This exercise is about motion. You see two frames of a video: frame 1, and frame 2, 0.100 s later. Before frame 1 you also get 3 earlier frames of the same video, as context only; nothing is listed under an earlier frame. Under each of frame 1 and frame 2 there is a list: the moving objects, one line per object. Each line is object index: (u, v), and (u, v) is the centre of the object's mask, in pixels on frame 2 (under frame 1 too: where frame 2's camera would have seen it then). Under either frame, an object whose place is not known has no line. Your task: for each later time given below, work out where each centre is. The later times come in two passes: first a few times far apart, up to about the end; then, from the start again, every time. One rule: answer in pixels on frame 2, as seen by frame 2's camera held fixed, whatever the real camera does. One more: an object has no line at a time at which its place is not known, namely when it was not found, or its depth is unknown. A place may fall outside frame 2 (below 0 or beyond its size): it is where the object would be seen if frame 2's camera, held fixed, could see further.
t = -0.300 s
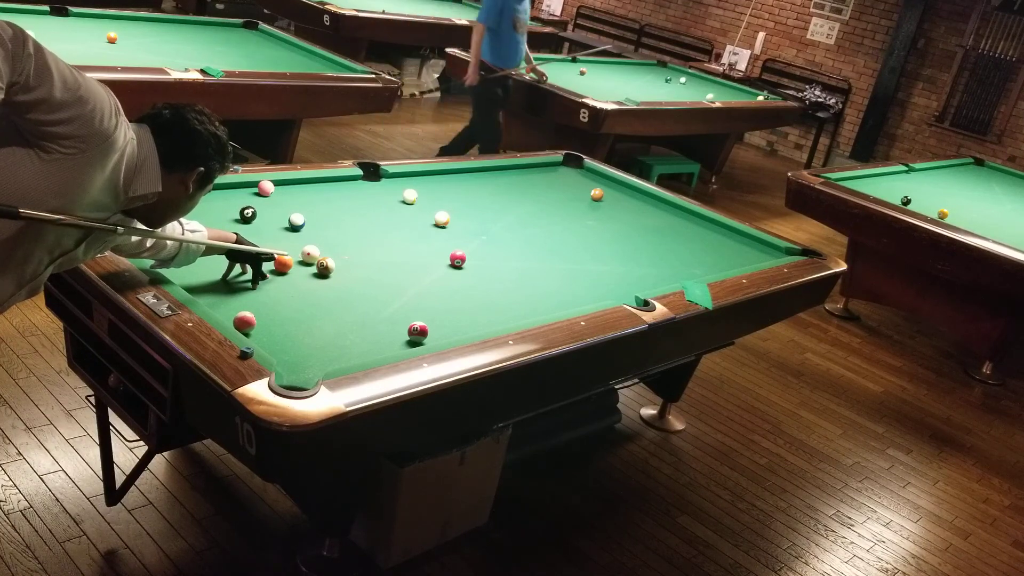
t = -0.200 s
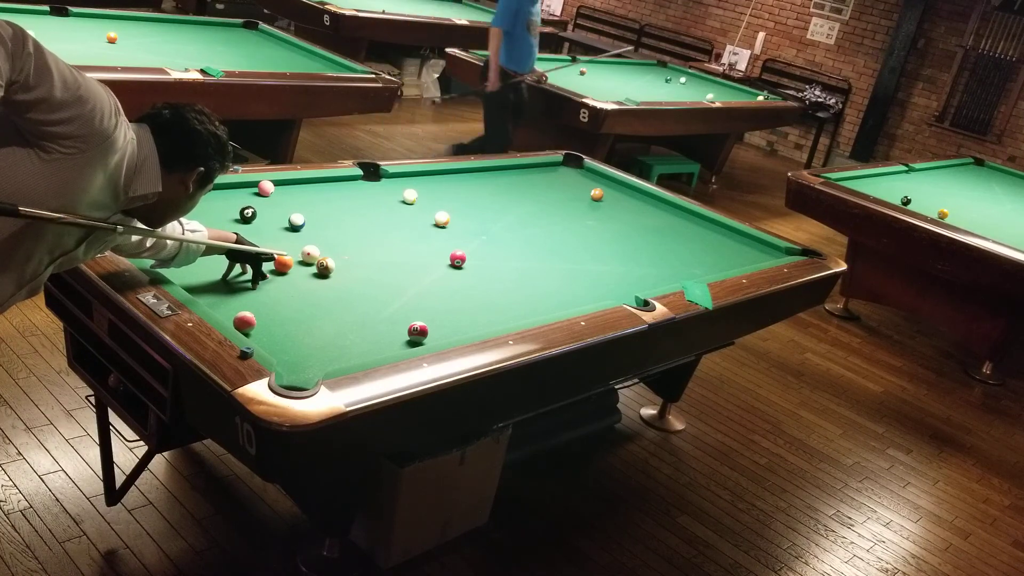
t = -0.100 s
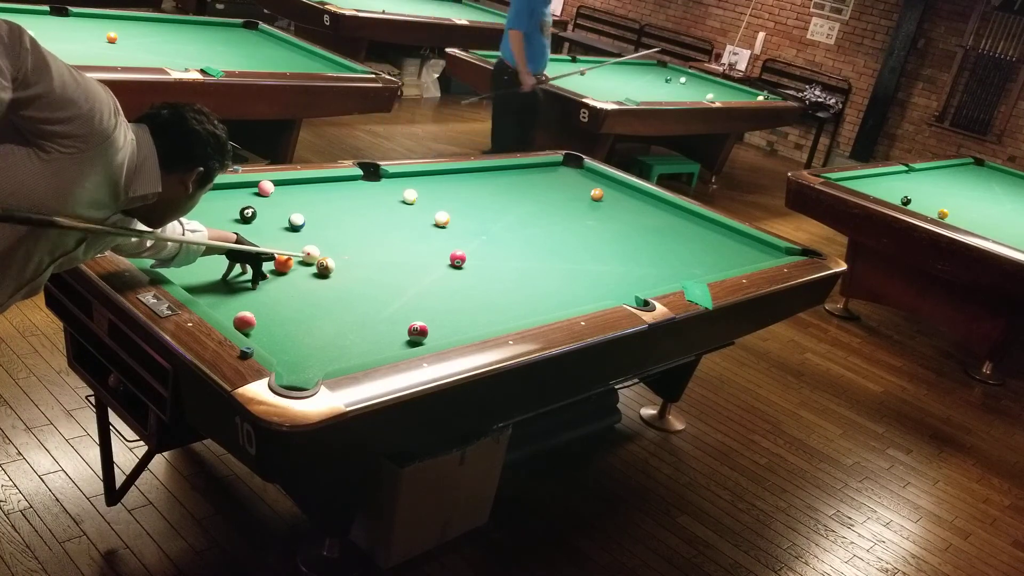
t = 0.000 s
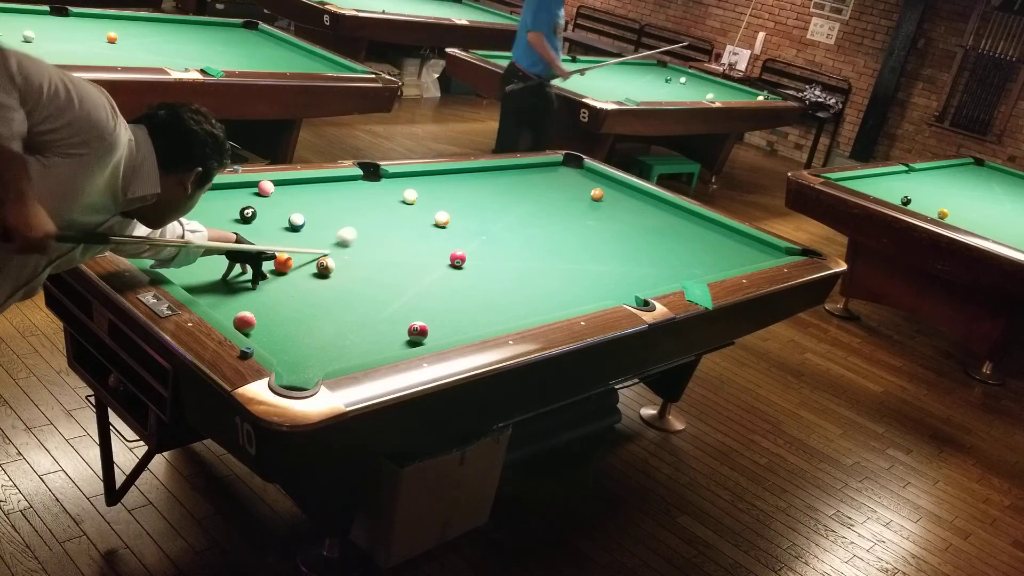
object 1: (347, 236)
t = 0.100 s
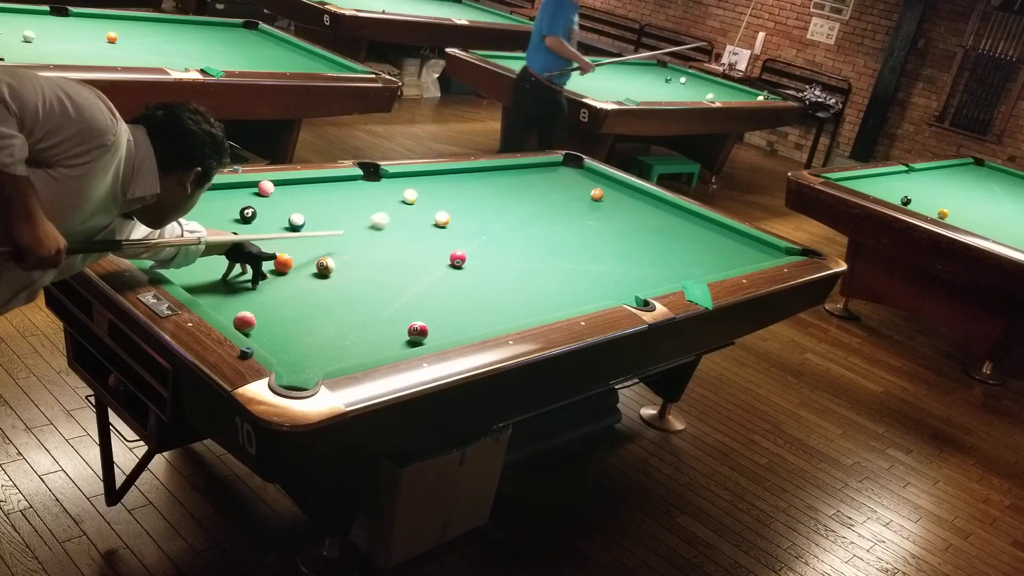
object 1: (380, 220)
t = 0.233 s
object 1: (413, 205)
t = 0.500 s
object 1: (477, 193)
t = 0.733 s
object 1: (525, 185)
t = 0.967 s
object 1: (568, 178)
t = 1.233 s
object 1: (590, 174)
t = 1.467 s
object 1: (567, 176)
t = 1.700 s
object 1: (543, 179)
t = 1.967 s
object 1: (515, 182)
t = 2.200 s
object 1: (490, 184)
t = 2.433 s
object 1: (464, 186)
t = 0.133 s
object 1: (389, 216)
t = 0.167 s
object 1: (397, 212)
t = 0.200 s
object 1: (405, 208)
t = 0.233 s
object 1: (413, 205)
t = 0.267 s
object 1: (420, 201)
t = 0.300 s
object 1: (429, 200)
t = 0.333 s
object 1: (438, 199)
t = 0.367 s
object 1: (446, 198)
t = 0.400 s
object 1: (454, 196)
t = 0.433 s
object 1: (462, 195)
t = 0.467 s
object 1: (469, 194)
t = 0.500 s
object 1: (477, 193)
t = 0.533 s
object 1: (484, 191)
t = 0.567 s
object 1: (491, 190)
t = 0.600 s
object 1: (499, 189)
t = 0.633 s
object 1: (506, 188)
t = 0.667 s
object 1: (512, 187)
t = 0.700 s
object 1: (519, 186)
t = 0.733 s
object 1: (525, 185)
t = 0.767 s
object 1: (532, 184)
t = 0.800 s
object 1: (538, 183)
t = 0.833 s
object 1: (544, 182)
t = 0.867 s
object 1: (550, 181)
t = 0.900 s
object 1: (556, 180)
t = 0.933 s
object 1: (562, 179)
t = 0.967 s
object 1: (568, 178)
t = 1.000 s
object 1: (573, 177)
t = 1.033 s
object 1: (579, 176)
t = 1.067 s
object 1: (584, 175)
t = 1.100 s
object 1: (590, 175)
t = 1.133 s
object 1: (595, 174)
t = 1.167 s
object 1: (597, 173)
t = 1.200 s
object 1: (593, 174)
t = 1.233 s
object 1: (590, 174)
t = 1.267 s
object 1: (586, 174)
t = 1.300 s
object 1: (583, 175)
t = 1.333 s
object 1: (580, 175)
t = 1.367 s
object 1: (577, 175)
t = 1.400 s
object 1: (573, 176)
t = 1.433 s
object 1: (570, 176)
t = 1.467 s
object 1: (567, 176)
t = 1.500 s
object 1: (563, 177)
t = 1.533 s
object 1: (560, 177)
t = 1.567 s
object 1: (557, 177)
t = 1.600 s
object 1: (554, 178)
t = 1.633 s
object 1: (550, 178)
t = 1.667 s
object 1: (547, 178)
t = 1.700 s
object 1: (543, 179)
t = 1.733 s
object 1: (540, 179)
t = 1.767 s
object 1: (537, 179)
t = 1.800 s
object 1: (533, 180)
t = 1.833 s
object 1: (529, 180)
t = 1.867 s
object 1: (526, 180)
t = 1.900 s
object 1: (523, 181)
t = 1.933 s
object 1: (519, 181)
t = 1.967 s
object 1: (515, 182)
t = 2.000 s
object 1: (512, 182)
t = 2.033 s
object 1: (508, 182)
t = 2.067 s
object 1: (505, 182)
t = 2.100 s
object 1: (501, 183)
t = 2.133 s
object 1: (498, 183)
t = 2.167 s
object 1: (494, 184)
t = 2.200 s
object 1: (490, 184)
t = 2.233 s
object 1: (486, 184)
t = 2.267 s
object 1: (483, 184)
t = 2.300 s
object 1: (479, 185)
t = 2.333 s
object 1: (476, 185)
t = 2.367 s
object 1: (472, 186)
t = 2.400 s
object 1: (468, 186)
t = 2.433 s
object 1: (464, 186)
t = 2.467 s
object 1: (461, 186)
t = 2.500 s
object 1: (457, 187)
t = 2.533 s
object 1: (453, 187)
